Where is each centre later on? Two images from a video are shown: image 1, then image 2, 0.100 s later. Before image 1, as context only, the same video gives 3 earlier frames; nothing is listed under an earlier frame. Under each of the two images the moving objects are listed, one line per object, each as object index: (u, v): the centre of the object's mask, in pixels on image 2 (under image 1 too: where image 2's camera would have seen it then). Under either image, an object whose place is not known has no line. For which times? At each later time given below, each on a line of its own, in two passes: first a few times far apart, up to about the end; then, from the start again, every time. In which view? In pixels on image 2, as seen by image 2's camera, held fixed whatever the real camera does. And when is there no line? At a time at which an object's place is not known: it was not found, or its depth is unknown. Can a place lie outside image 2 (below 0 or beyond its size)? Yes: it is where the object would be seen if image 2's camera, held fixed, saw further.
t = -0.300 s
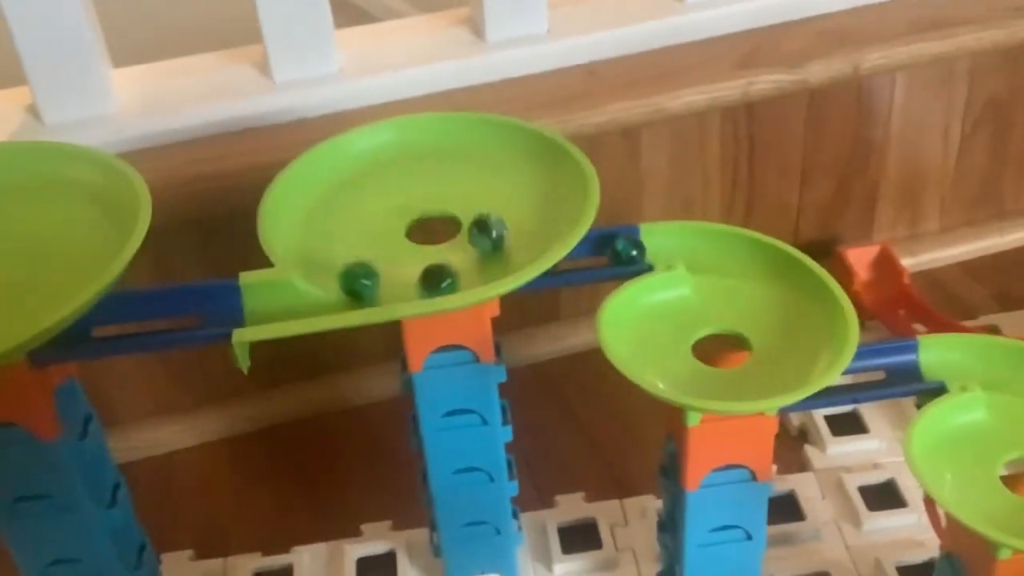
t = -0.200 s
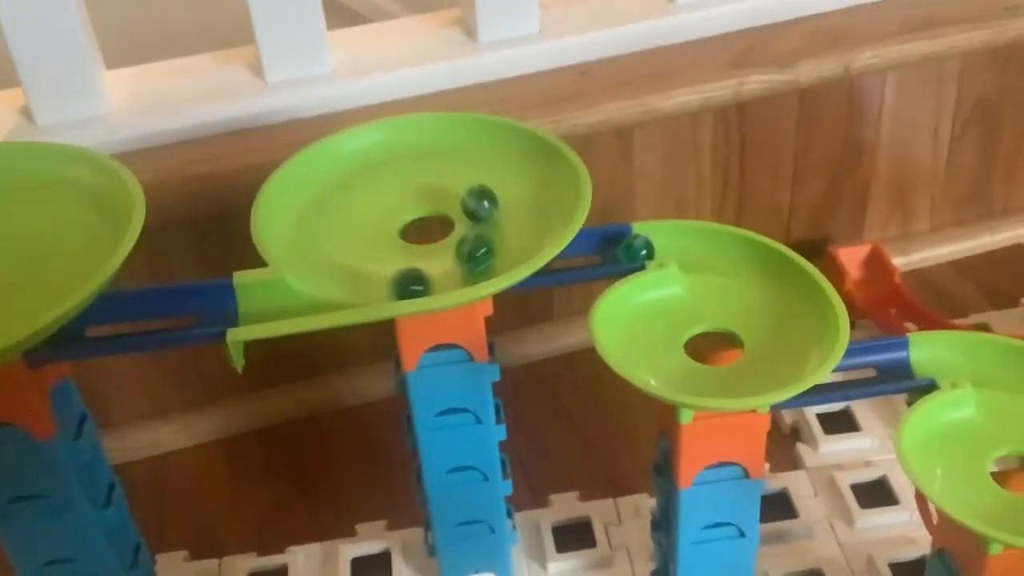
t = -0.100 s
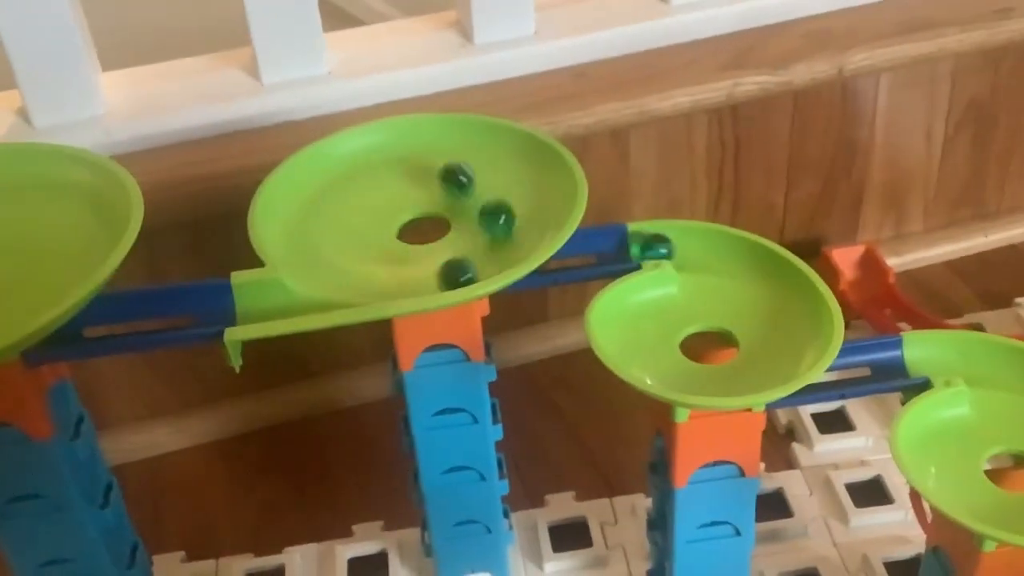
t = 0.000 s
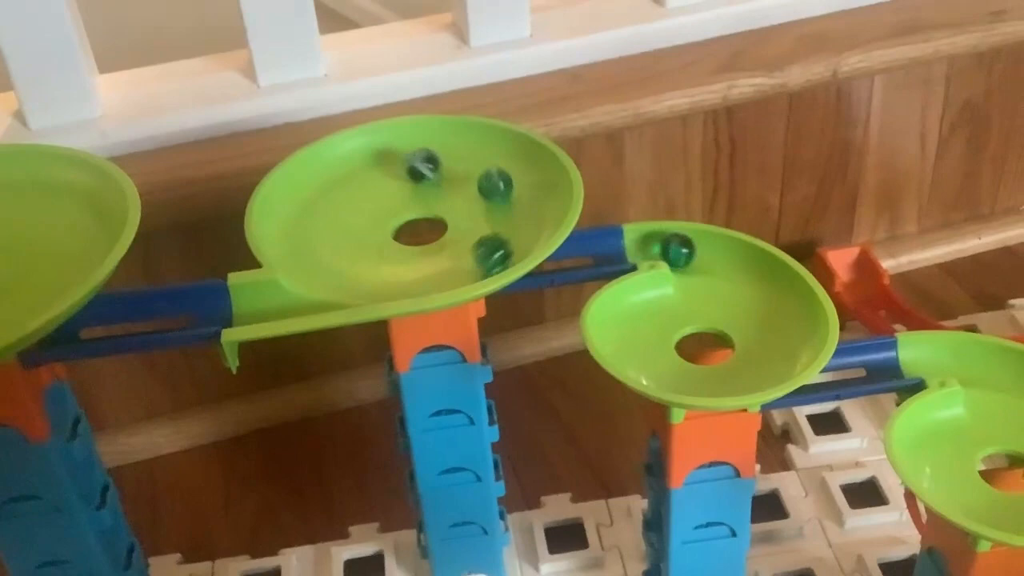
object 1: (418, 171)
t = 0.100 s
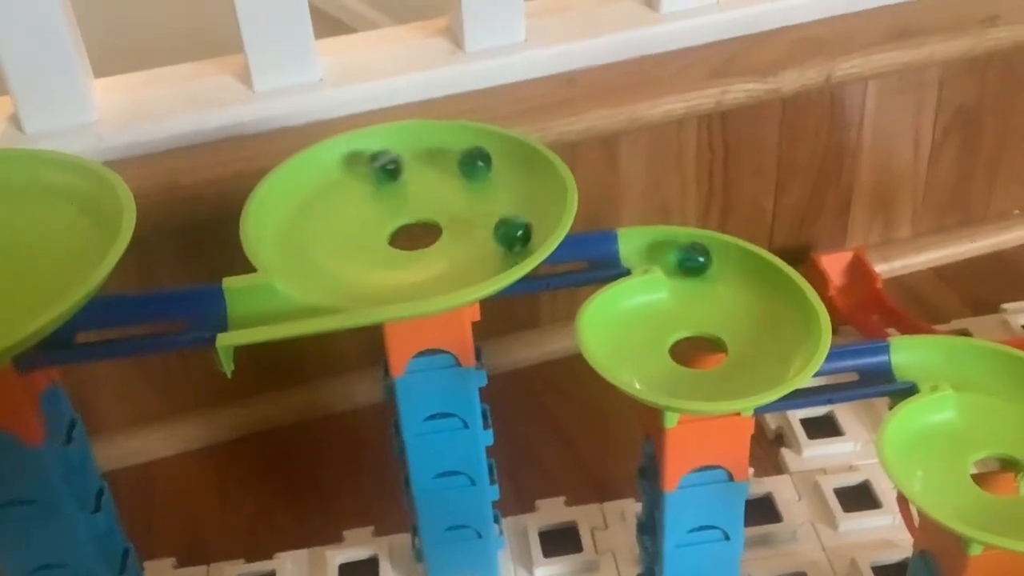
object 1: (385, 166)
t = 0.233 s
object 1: (352, 174)
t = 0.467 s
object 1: (344, 217)
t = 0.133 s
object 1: (376, 167)
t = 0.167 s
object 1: (366, 169)
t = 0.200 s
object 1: (358, 170)
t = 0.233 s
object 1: (352, 174)
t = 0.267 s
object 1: (347, 178)
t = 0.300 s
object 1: (342, 182)
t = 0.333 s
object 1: (338, 188)
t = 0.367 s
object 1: (337, 194)
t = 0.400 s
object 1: (337, 200)
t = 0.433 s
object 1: (338, 208)
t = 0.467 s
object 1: (344, 217)
